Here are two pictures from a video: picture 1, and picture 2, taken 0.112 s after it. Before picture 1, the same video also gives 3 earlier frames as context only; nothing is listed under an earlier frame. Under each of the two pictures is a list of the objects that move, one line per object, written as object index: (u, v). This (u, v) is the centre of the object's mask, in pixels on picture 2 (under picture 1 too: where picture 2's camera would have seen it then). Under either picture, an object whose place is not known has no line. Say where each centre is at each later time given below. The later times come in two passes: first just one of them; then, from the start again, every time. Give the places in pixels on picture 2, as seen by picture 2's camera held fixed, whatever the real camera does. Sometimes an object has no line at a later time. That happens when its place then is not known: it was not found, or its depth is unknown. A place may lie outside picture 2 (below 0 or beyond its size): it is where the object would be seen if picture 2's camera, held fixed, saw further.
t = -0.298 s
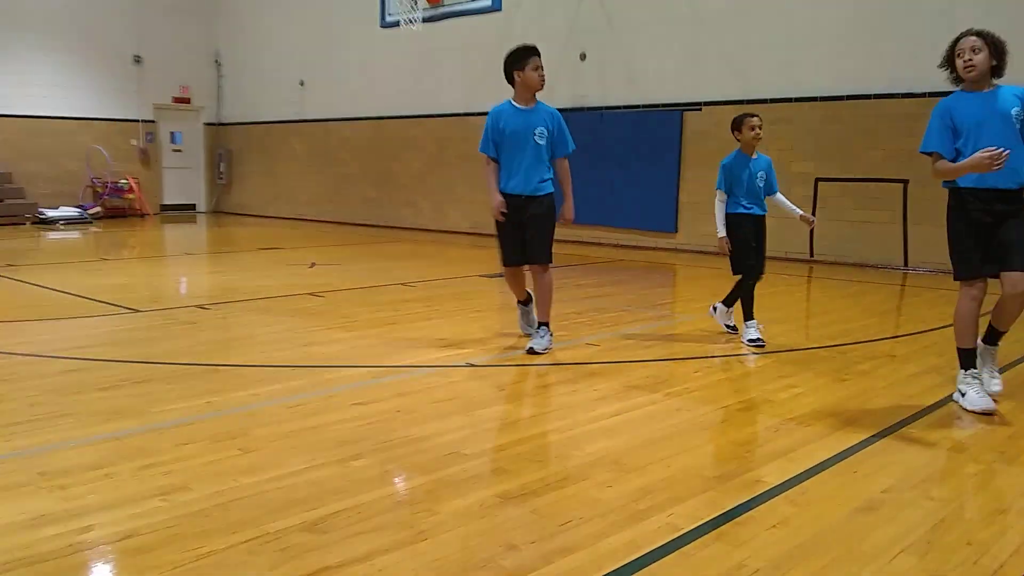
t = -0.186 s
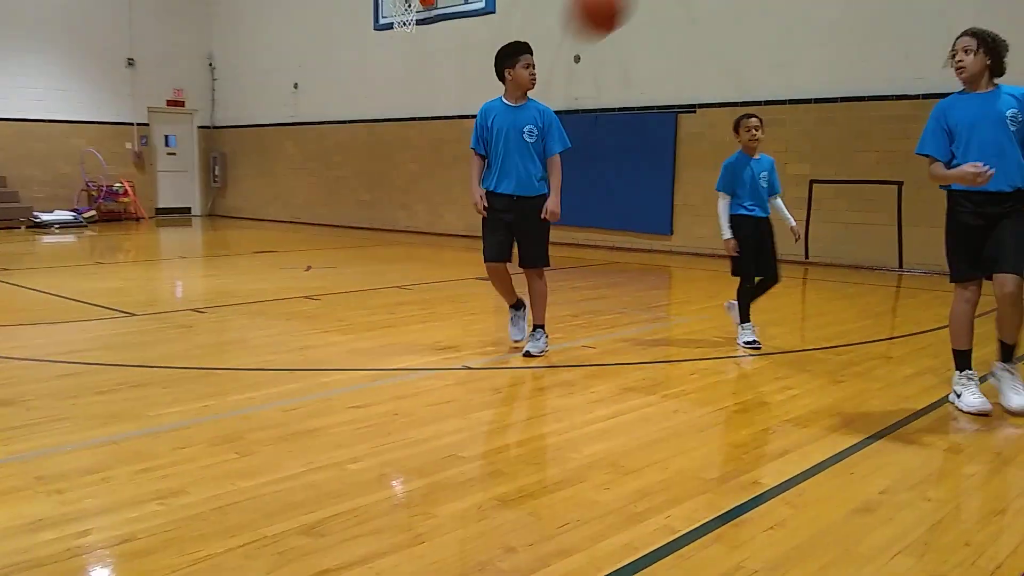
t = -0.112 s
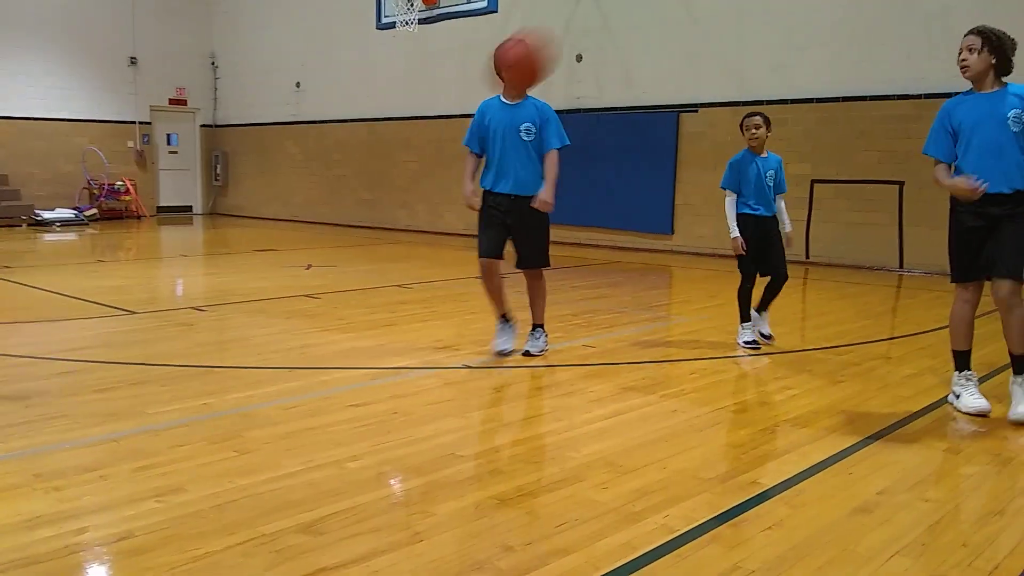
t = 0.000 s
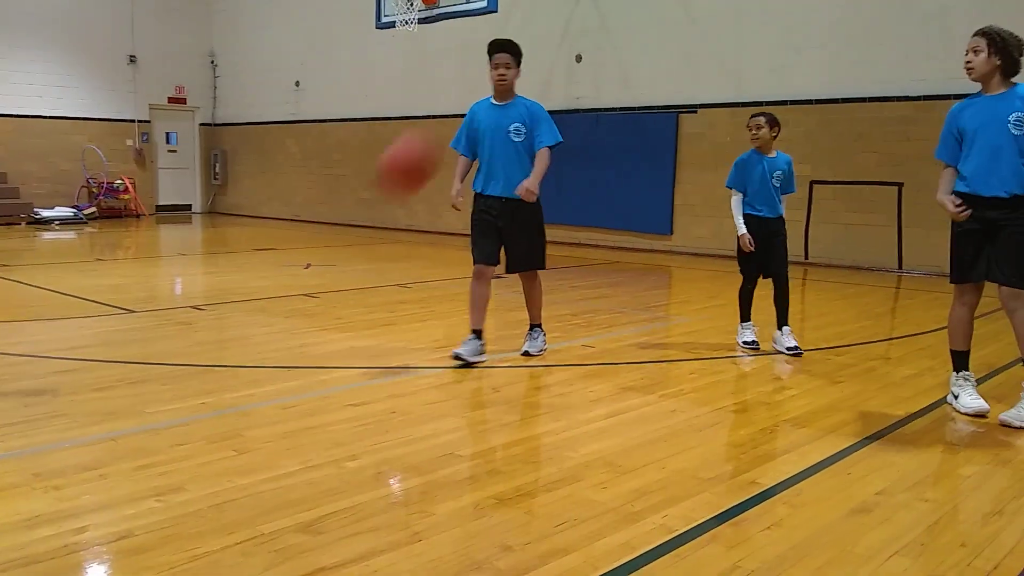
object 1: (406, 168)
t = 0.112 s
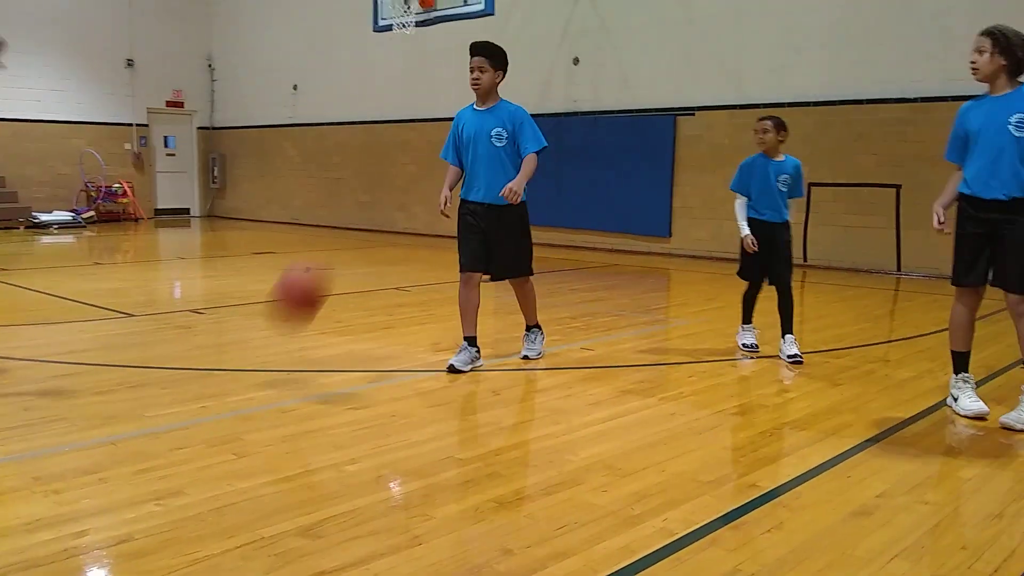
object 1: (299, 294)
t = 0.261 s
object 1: (206, 286)
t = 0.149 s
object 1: (266, 339)
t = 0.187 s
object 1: (237, 358)
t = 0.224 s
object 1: (222, 322)
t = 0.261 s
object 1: (206, 286)
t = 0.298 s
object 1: (191, 257)
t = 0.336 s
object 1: (175, 230)
